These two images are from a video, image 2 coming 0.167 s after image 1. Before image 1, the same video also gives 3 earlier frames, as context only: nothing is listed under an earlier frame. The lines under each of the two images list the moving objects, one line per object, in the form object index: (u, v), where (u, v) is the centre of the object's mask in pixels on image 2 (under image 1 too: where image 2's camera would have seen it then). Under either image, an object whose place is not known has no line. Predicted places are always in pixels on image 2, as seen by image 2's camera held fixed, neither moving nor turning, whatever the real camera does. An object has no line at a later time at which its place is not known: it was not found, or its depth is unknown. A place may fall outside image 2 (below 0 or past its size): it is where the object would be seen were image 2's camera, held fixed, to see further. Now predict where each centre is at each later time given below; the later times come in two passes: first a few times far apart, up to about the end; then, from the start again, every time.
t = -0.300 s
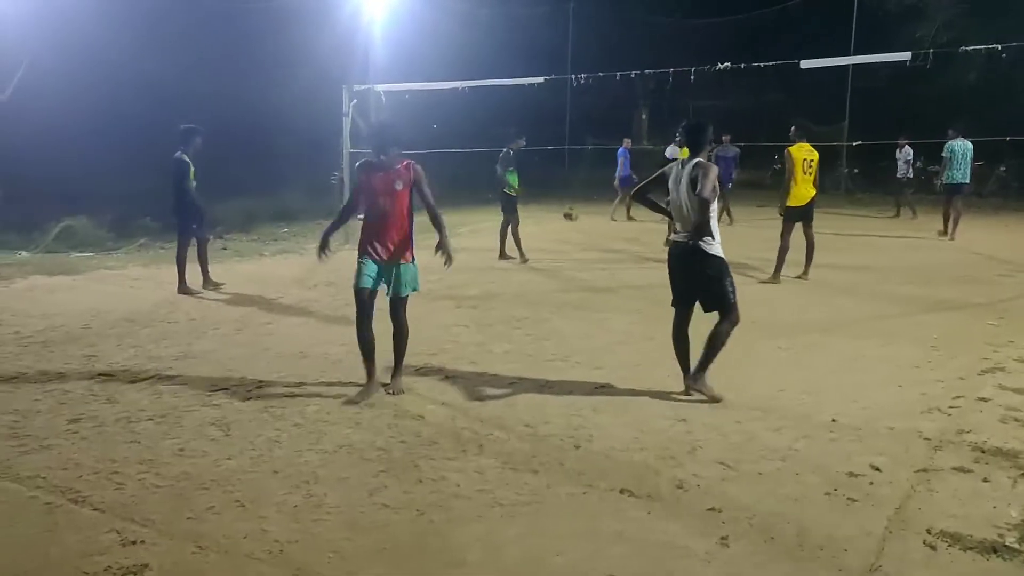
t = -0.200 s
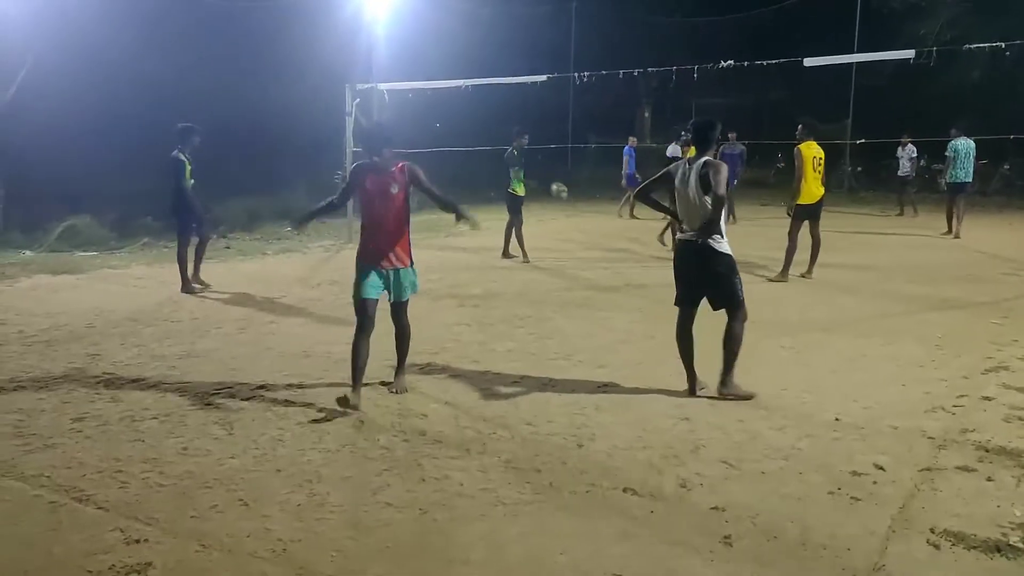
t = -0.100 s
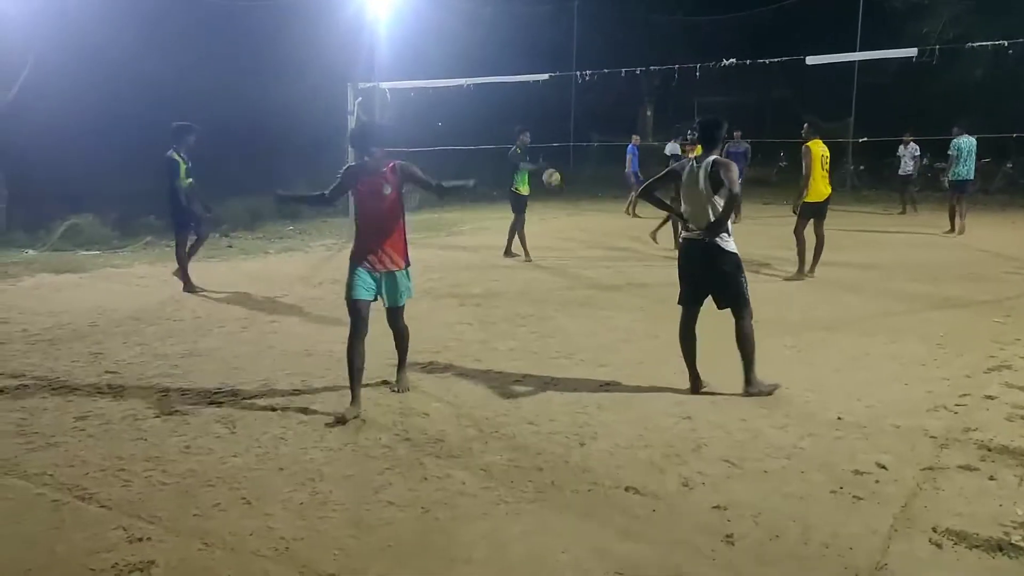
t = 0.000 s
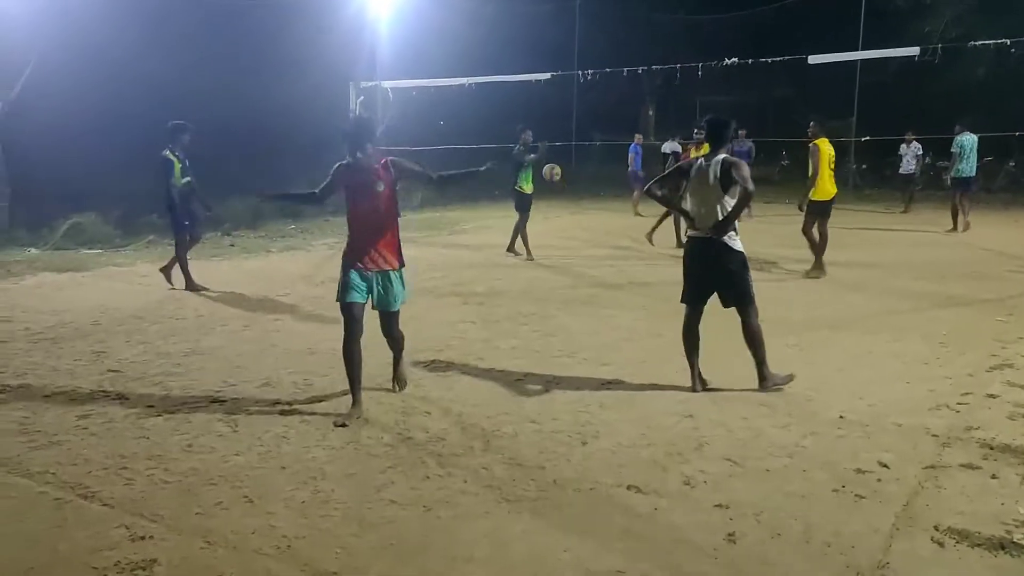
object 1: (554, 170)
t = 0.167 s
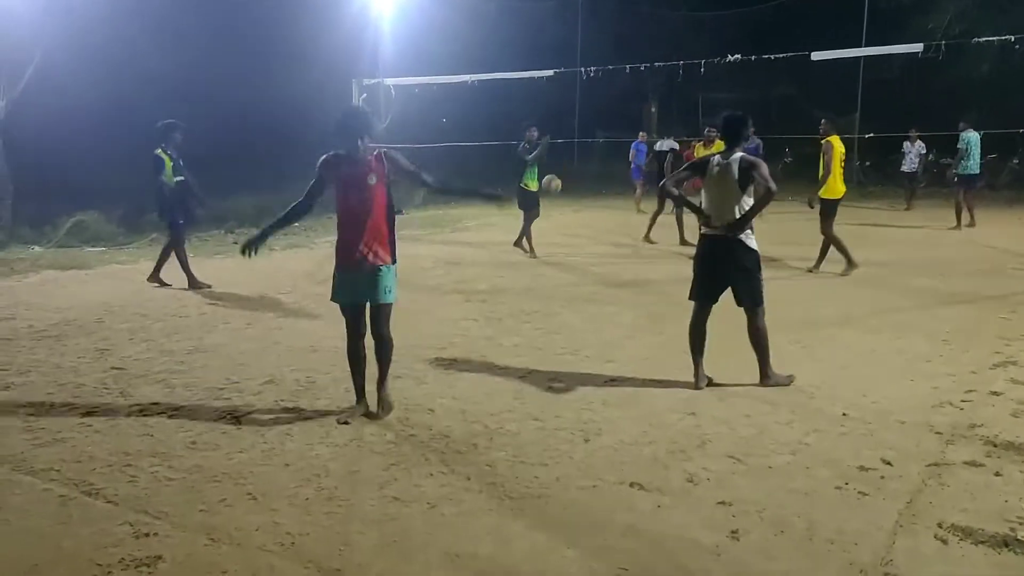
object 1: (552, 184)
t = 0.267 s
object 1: (547, 207)
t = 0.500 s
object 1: (540, 279)
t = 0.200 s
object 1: (550, 190)
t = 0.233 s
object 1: (550, 197)
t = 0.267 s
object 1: (547, 207)
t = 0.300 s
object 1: (548, 218)
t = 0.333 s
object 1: (546, 228)
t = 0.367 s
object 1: (547, 241)
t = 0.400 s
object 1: (546, 255)
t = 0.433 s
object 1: (545, 269)
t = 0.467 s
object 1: (544, 286)
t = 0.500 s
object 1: (540, 279)
